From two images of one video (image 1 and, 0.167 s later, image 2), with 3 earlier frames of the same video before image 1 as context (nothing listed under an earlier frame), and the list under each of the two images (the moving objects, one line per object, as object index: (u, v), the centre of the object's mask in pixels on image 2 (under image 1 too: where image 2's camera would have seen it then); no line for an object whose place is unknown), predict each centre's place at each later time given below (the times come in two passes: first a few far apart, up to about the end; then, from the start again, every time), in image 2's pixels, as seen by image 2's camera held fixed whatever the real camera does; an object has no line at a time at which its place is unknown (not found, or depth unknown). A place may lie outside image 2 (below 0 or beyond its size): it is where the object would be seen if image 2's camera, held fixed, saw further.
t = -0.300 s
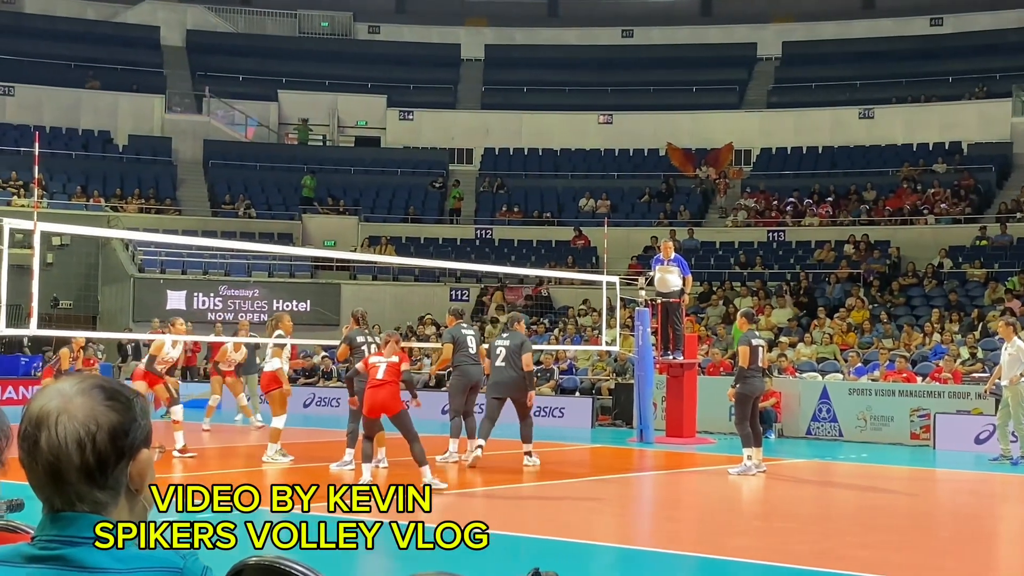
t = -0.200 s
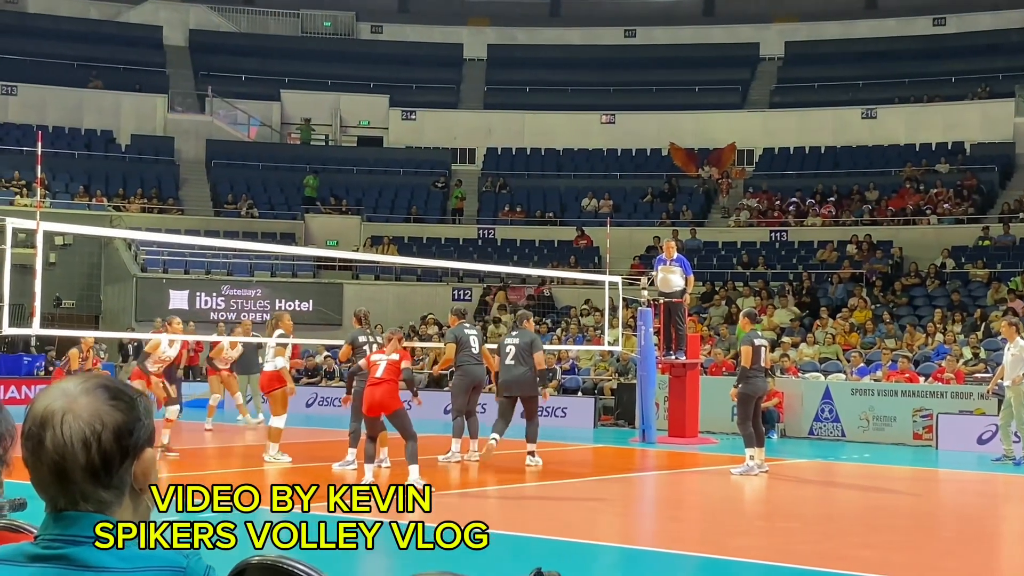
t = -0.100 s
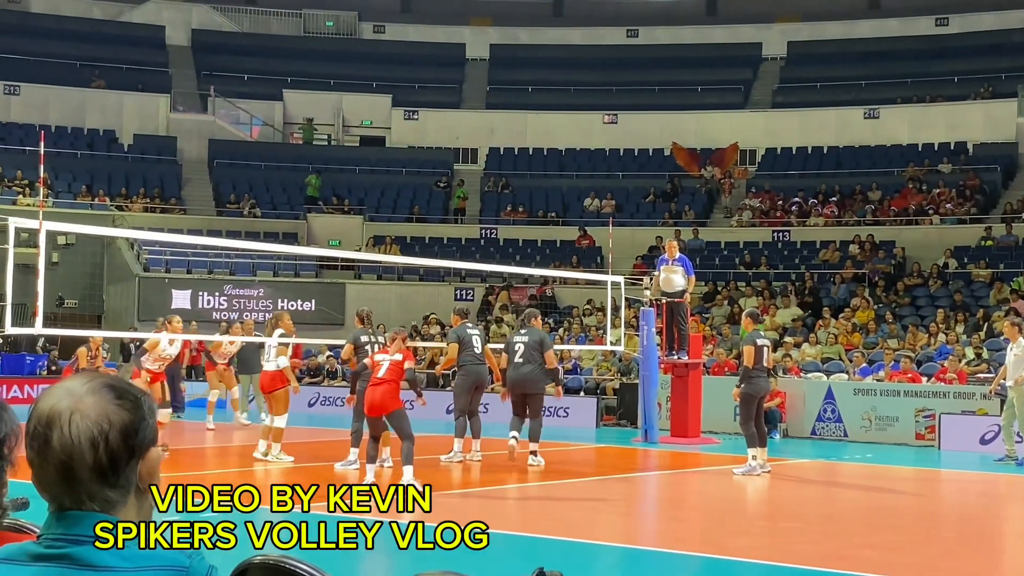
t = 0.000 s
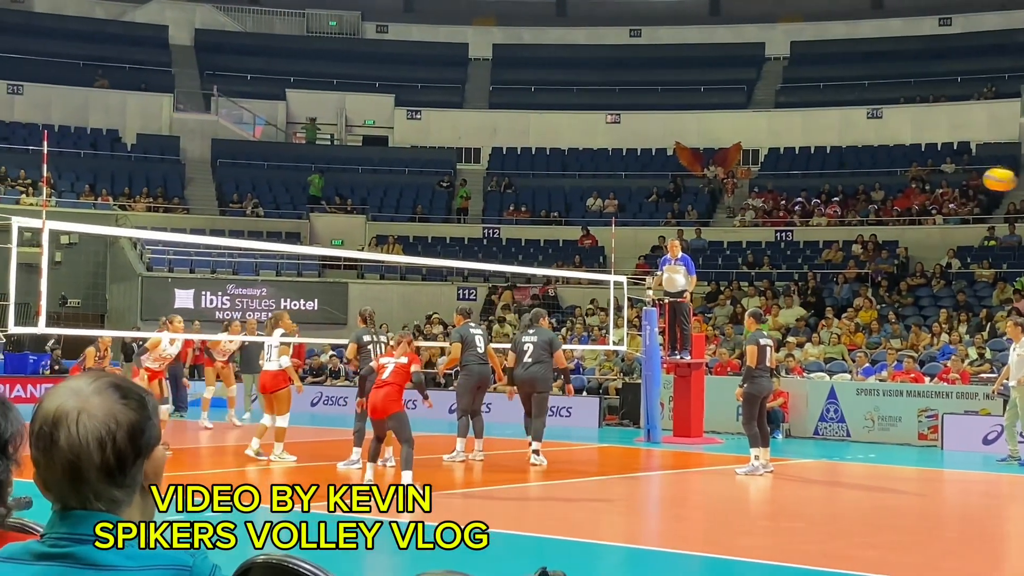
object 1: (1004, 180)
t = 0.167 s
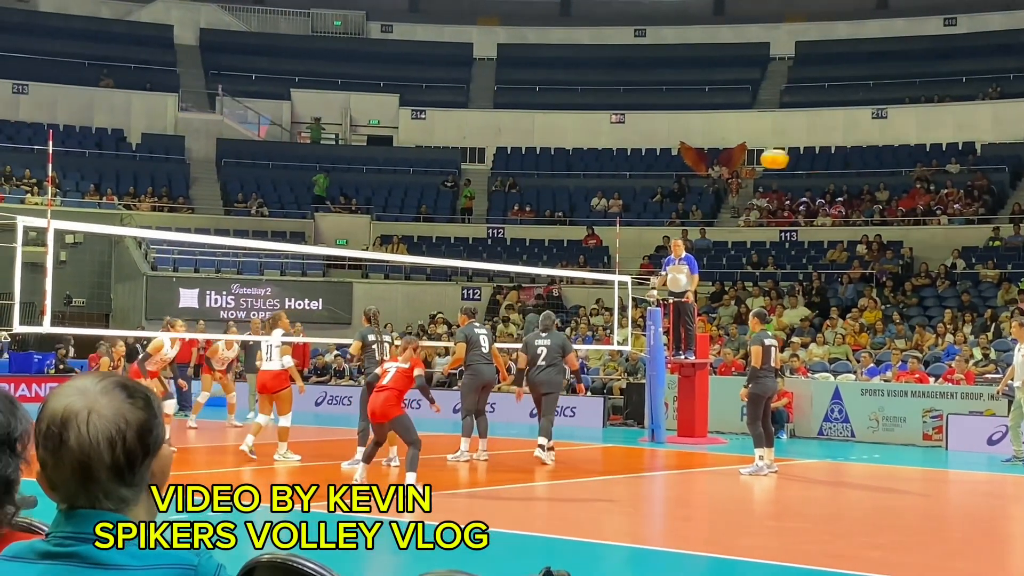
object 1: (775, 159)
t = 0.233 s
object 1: (698, 160)
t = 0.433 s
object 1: (505, 181)
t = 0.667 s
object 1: (333, 230)
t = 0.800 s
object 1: (251, 265)
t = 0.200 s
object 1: (735, 159)
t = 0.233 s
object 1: (698, 160)
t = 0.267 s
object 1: (663, 163)
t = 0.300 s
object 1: (628, 165)
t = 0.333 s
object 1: (595, 169)
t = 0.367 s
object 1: (564, 172)
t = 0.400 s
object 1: (534, 177)
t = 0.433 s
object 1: (505, 181)
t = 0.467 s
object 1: (478, 187)
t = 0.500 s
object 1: (451, 192)
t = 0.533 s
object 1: (426, 199)
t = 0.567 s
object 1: (402, 206)
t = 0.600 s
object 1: (378, 214)
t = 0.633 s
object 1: (356, 222)
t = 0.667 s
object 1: (333, 230)
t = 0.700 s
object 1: (312, 237)
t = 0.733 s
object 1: (292, 241)
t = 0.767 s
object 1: (272, 256)
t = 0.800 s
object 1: (251, 265)
